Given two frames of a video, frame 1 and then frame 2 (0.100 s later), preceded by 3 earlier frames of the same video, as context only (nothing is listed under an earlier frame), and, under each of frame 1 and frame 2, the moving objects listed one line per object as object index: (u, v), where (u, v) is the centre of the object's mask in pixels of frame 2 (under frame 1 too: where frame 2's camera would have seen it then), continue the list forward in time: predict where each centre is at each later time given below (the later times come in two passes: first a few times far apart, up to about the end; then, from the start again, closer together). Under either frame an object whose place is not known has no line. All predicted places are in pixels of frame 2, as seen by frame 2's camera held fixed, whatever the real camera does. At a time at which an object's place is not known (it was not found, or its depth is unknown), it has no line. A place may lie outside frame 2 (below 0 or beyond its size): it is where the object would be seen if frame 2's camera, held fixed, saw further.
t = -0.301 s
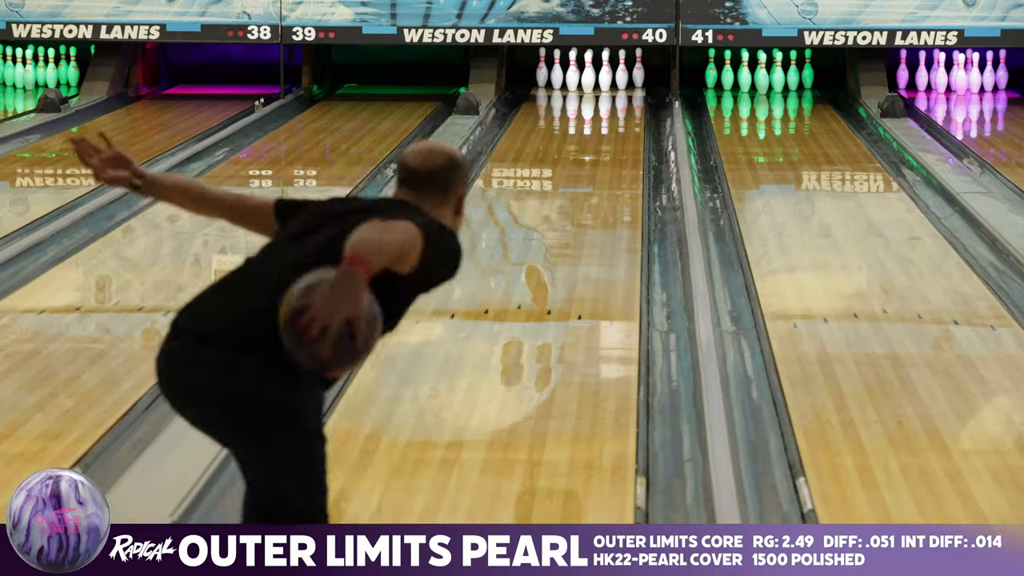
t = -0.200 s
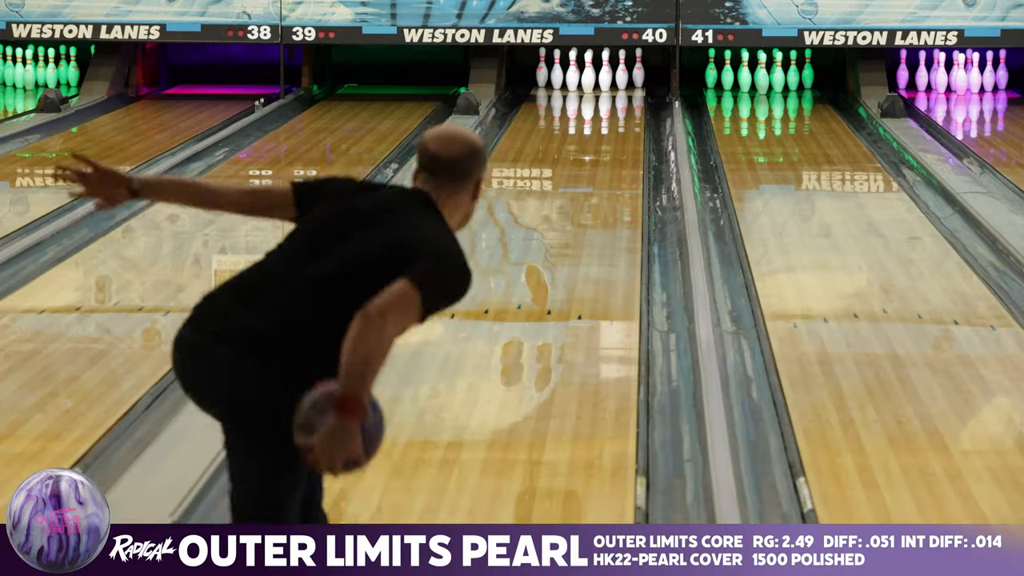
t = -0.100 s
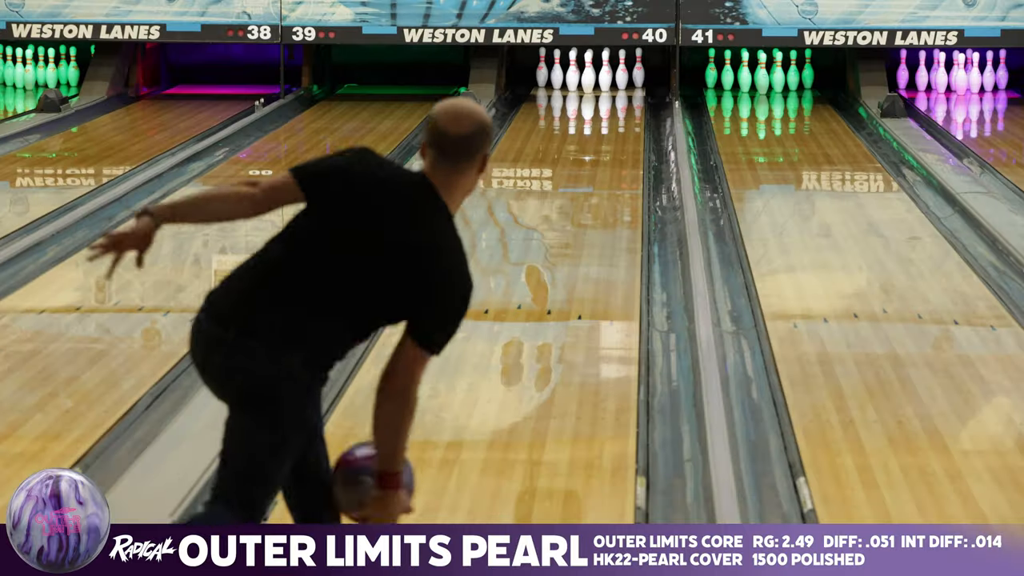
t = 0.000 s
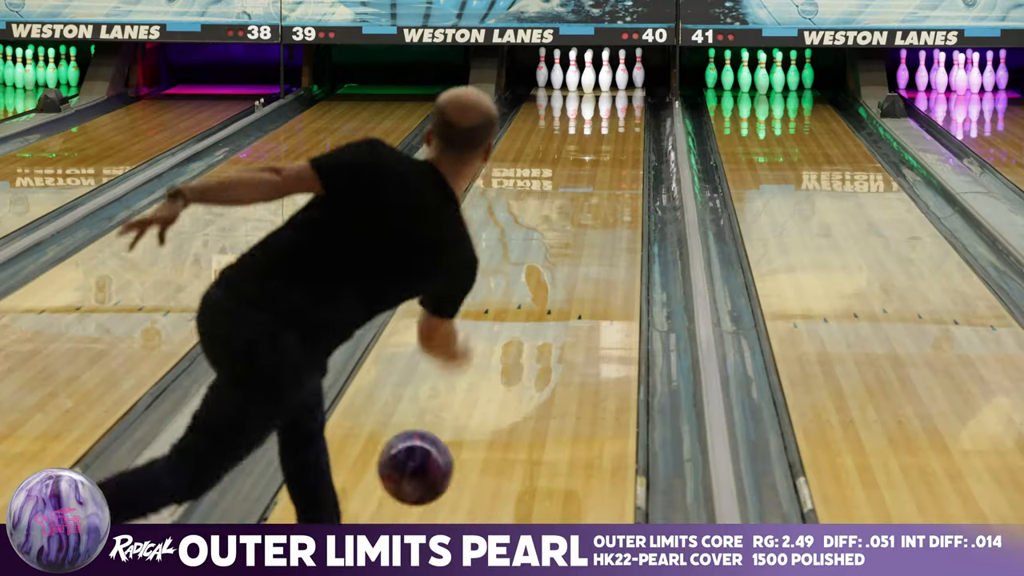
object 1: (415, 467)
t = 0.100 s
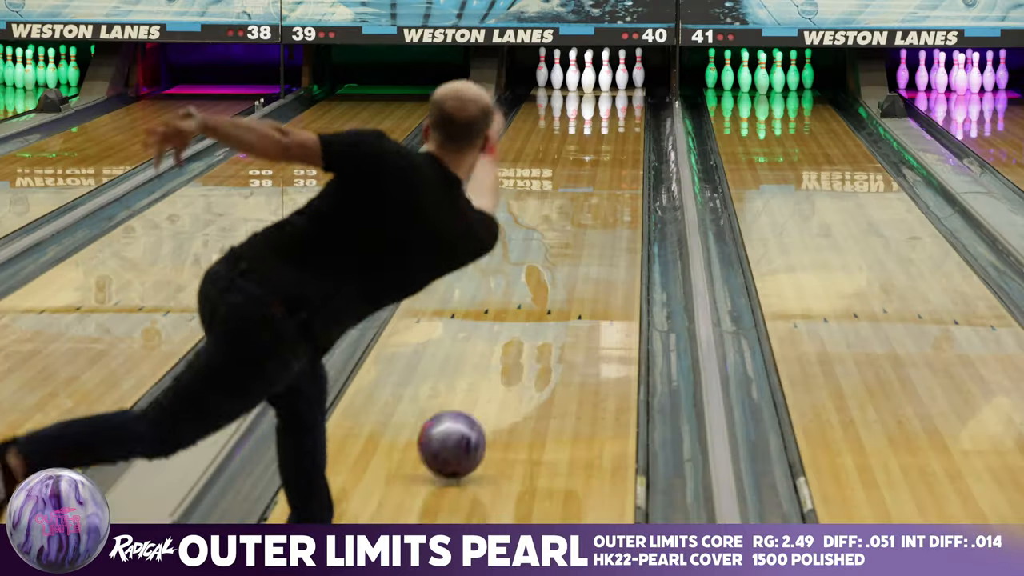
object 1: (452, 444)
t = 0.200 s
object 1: (481, 401)
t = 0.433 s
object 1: (535, 320)
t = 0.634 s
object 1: (567, 269)
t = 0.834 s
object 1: (592, 229)
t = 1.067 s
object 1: (613, 192)
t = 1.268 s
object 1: (624, 166)
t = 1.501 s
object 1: (631, 142)
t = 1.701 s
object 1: (632, 125)
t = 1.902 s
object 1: (627, 111)
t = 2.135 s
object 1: (613, 97)
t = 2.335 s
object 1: (601, 87)
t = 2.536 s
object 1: (596, 79)
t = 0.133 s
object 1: (462, 427)
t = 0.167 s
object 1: (472, 415)
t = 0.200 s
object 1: (481, 401)
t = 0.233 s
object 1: (490, 388)
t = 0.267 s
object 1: (499, 375)
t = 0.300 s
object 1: (507, 363)
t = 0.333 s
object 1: (514, 351)
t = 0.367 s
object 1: (521, 341)
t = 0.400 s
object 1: (528, 330)
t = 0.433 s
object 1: (535, 320)
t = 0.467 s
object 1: (541, 310)
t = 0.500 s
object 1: (547, 301)
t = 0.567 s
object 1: (557, 284)
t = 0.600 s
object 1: (563, 276)
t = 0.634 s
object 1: (567, 269)
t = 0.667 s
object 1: (572, 261)
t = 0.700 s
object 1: (576, 254)
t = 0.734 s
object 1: (581, 247)
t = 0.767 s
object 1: (584, 241)
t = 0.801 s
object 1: (588, 235)
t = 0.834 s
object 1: (592, 229)
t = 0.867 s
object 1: (595, 223)
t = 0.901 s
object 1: (599, 217)
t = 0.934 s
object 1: (602, 212)
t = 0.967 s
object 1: (605, 206)
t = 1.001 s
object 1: (608, 201)
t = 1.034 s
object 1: (611, 197)
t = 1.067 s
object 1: (613, 192)
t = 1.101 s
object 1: (615, 188)
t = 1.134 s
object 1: (618, 183)
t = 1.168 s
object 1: (619, 178)
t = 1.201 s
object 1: (621, 174)
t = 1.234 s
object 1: (623, 171)
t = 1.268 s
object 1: (624, 166)
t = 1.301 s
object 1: (626, 163)
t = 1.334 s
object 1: (627, 160)
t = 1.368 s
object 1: (628, 156)
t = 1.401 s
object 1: (629, 152)
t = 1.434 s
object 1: (630, 149)
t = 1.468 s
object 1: (630, 146)
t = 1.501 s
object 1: (631, 142)
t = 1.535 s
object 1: (632, 139)
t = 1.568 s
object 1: (632, 137)
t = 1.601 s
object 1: (632, 134)
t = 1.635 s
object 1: (632, 131)
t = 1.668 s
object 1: (632, 128)
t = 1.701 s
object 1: (632, 125)
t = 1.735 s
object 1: (632, 123)
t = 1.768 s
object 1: (631, 121)
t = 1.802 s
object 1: (630, 118)
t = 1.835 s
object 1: (629, 116)
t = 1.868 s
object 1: (629, 114)
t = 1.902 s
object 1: (627, 111)
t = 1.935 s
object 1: (626, 109)
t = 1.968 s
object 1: (624, 107)
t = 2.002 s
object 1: (622, 105)
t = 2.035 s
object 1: (620, 103)
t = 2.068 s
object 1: (618, 101)
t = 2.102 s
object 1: (615, 99)
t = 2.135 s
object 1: (613, 97)
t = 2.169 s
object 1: (611, 96)
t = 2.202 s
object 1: (609, 94)
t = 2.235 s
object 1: (607, 92)
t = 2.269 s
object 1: (605, 90)
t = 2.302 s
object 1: (603, 88)
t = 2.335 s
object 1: (601, 87)
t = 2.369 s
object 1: (599, 85)
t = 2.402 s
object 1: (597, 83)
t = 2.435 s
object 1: (596, 82)
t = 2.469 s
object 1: (597, 81)
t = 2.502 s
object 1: (597, 80)
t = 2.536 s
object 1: (596, 79)
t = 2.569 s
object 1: (596, 79)
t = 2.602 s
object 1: (597, 78)
